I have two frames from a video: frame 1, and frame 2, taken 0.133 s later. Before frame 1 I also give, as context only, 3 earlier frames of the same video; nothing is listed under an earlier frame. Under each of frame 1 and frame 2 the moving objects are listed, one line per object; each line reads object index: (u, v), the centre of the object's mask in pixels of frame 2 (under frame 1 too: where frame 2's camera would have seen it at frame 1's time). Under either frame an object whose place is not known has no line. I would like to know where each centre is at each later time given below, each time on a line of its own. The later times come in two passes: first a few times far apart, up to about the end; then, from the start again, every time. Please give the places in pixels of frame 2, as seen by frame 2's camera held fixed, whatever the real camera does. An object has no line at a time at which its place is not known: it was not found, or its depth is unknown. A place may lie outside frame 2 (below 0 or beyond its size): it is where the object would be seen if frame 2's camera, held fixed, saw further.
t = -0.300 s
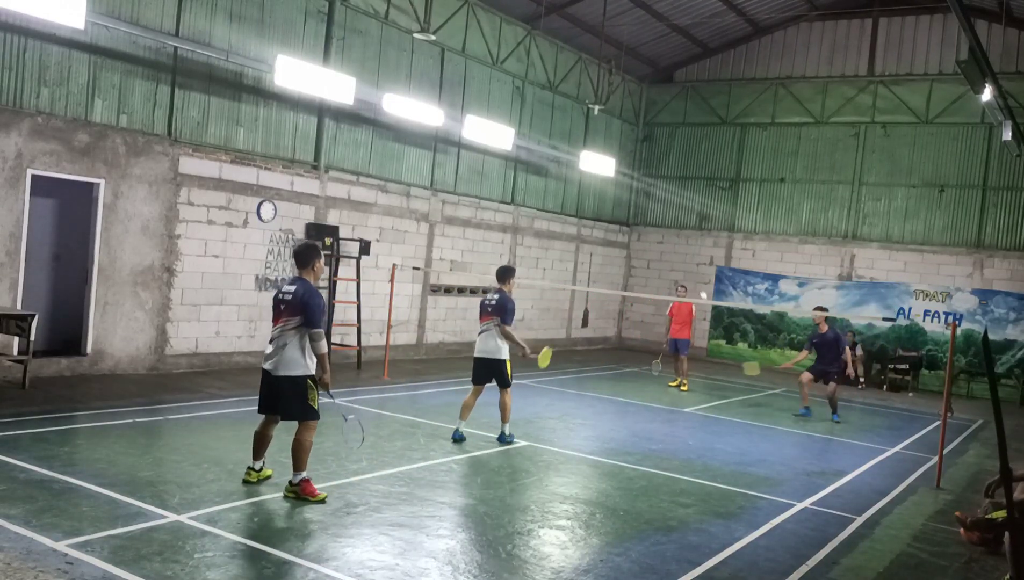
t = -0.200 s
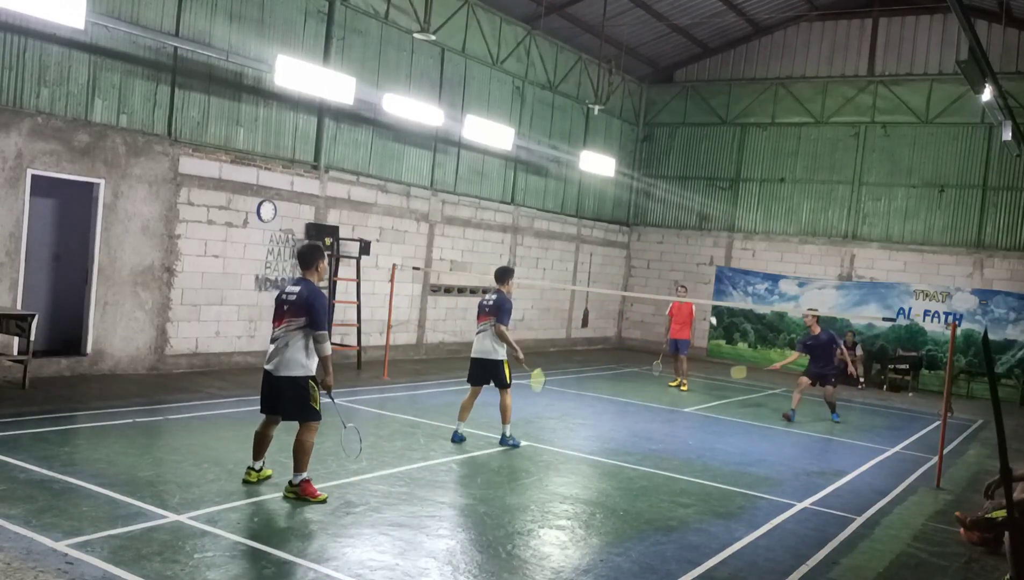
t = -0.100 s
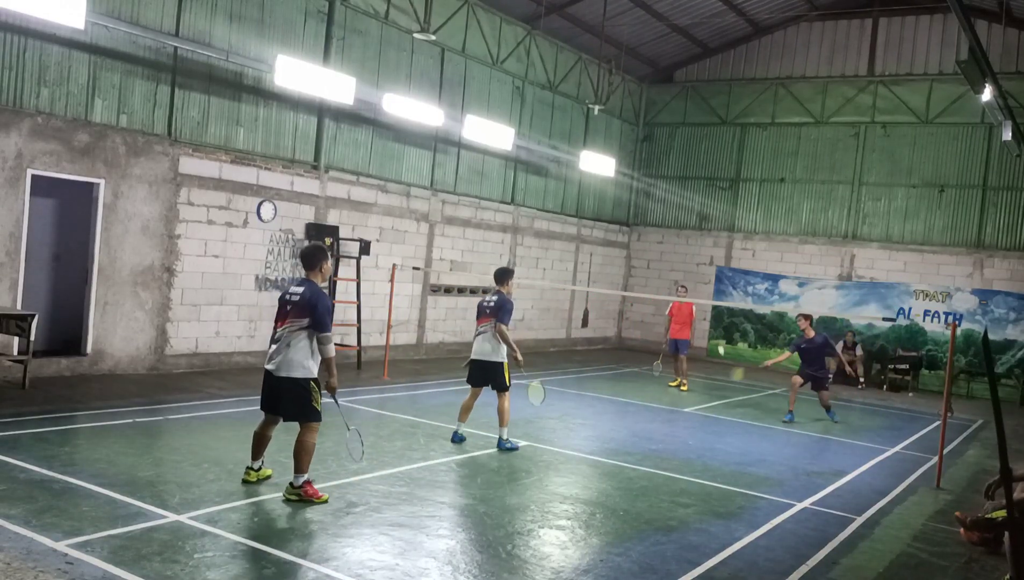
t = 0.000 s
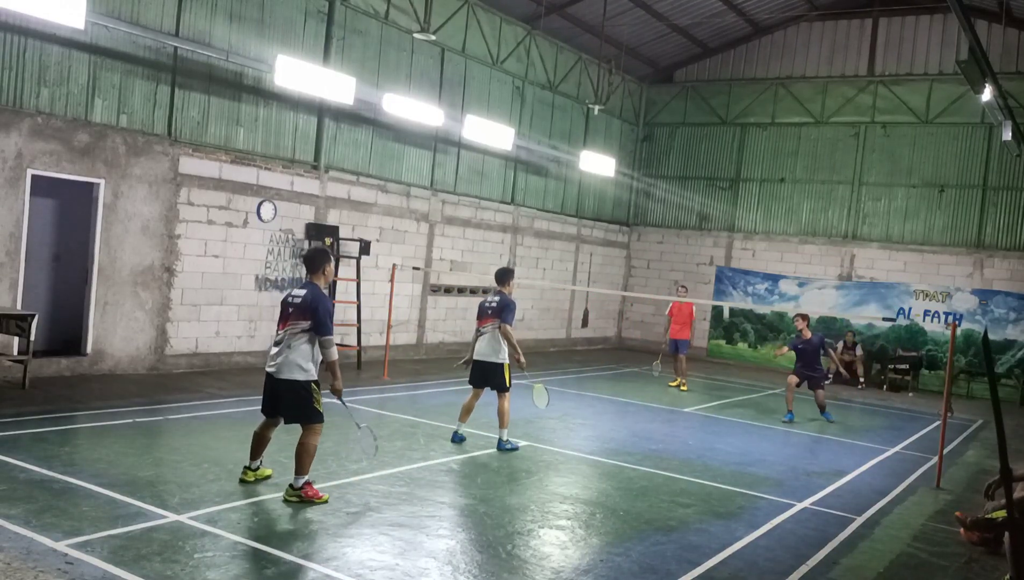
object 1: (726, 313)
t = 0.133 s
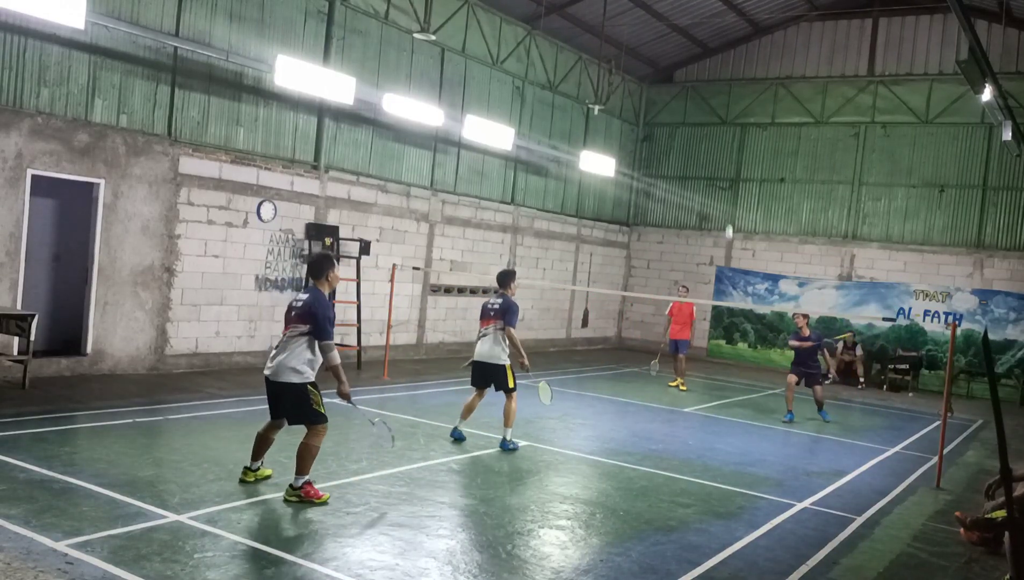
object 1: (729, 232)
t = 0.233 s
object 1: (729, 188)
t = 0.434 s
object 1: (727, 134)
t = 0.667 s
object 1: (714, 136)
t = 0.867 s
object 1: (694, 203)
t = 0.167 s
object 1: (729, 216)
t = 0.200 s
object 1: (729, 201)
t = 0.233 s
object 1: (729, 188)
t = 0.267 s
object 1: (729, 176)
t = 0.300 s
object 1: (729, 165)
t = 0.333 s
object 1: (729, 155)
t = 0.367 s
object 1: (728, 147)
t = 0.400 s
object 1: (727, 140)
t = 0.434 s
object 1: (727, 134)
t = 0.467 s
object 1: (725, 130)
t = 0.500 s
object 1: (724, 128)
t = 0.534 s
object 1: (723, 126)
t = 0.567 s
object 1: (721, 126)
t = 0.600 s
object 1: (719, 128)
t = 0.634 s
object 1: (717, 131)
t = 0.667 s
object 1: (714, 136)
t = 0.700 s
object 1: (712, 143)
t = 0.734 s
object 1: (709, 151)
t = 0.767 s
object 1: (705, 161)
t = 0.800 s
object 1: (701, 173)
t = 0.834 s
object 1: (697, 187)
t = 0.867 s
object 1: (694, 203)
